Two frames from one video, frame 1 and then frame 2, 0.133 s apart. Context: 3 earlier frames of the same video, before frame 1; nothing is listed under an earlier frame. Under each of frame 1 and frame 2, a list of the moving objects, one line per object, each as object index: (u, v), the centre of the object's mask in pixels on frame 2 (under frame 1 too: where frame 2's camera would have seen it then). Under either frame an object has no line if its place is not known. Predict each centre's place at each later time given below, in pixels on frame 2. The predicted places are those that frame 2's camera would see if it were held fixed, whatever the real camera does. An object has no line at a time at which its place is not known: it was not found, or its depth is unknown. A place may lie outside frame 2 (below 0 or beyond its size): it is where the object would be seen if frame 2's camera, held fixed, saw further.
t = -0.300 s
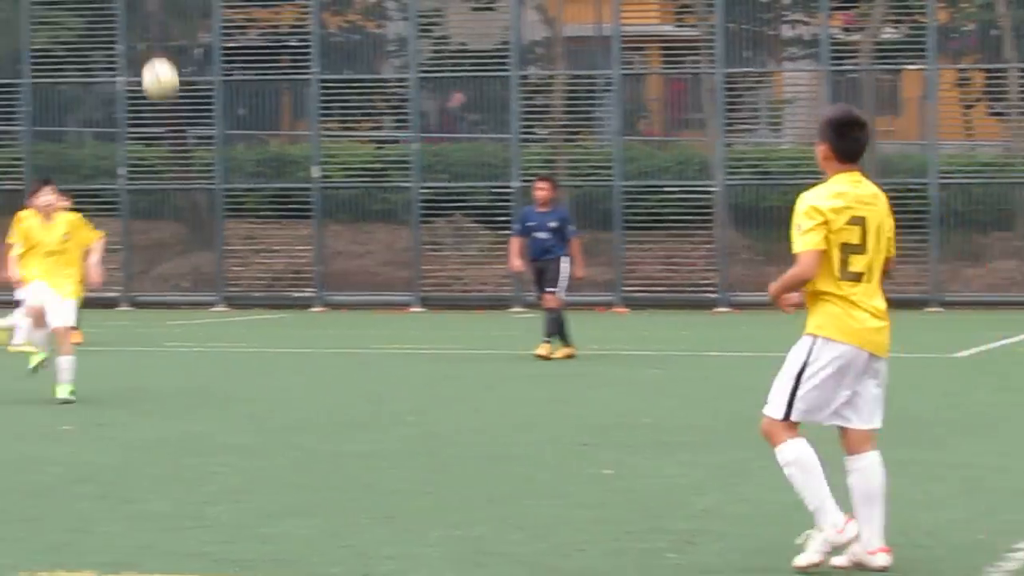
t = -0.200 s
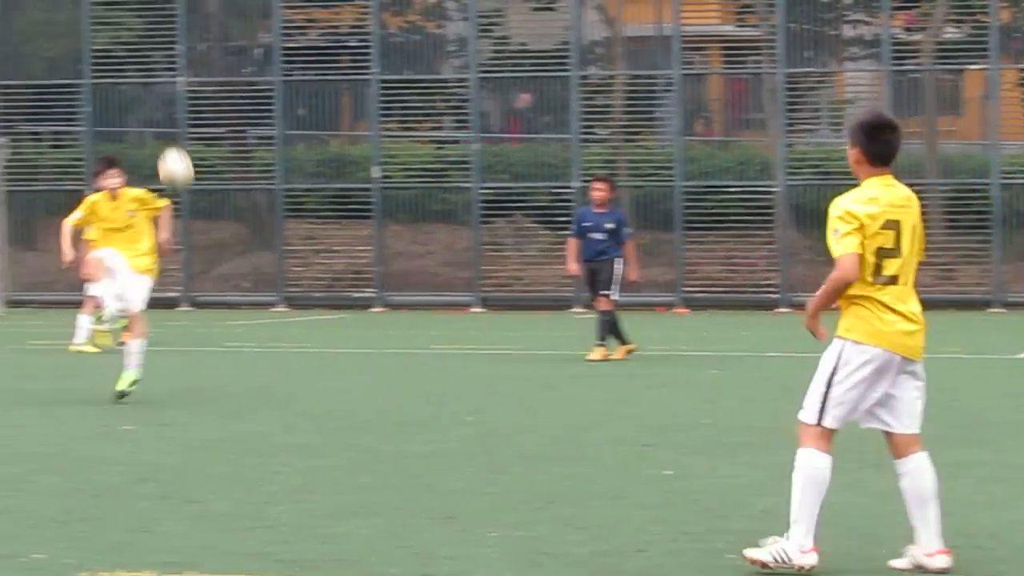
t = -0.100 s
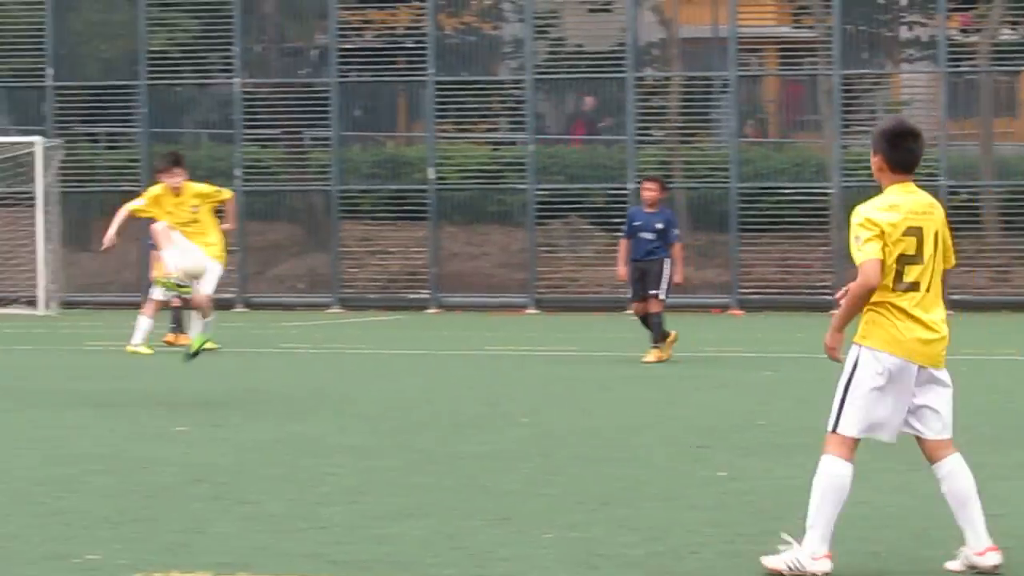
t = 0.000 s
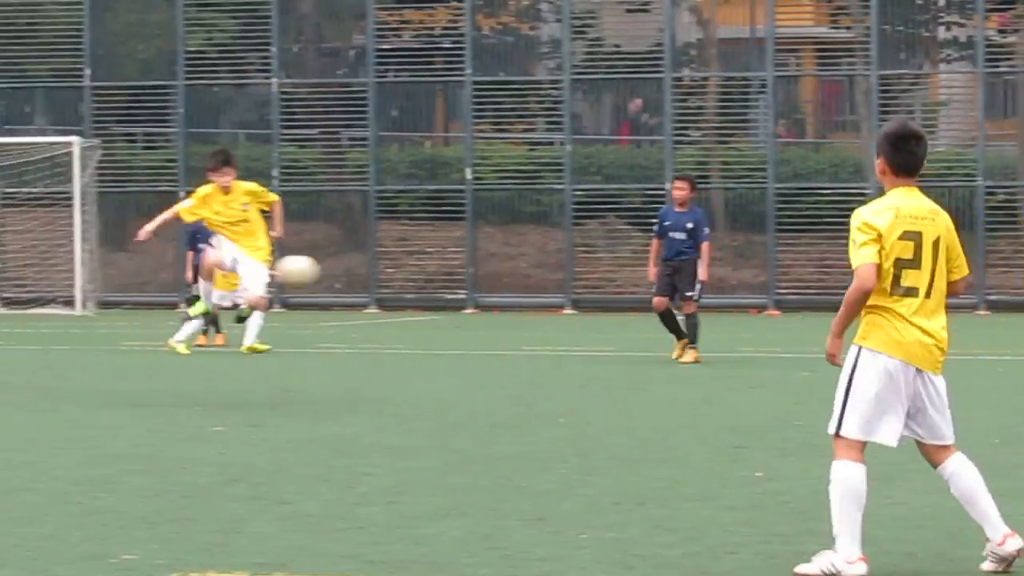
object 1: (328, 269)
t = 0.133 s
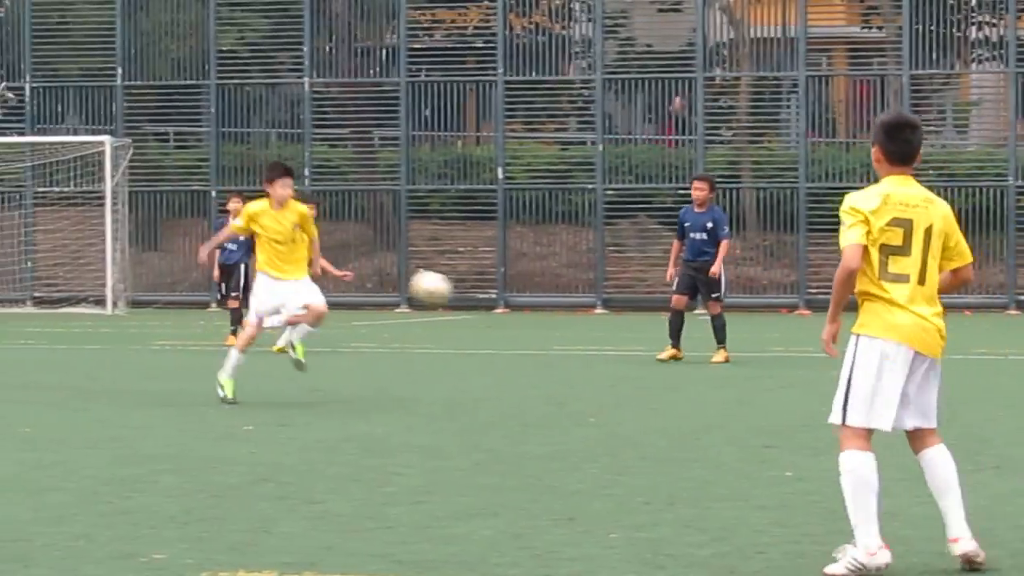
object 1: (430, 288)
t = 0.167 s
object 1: (456, 297)
